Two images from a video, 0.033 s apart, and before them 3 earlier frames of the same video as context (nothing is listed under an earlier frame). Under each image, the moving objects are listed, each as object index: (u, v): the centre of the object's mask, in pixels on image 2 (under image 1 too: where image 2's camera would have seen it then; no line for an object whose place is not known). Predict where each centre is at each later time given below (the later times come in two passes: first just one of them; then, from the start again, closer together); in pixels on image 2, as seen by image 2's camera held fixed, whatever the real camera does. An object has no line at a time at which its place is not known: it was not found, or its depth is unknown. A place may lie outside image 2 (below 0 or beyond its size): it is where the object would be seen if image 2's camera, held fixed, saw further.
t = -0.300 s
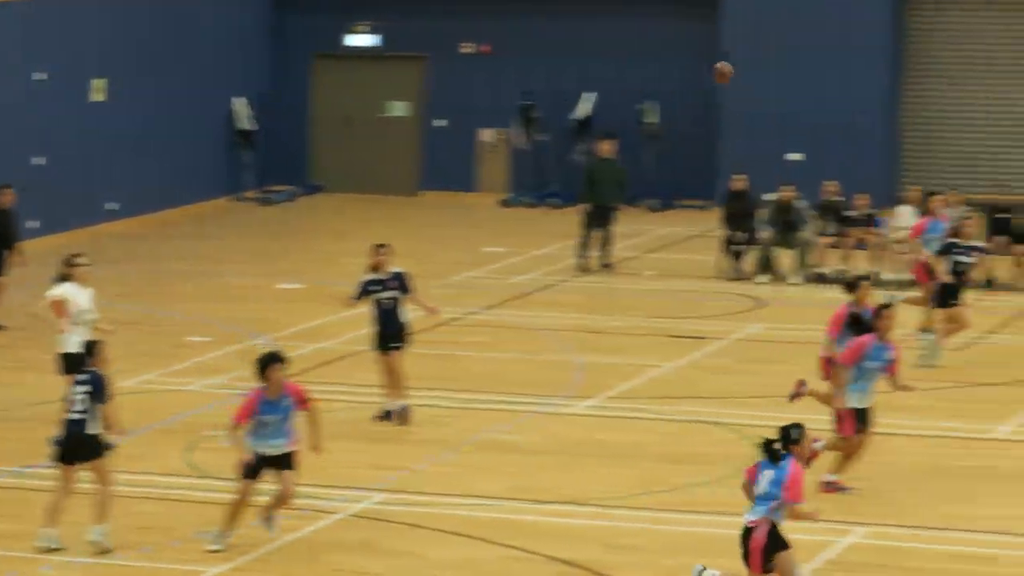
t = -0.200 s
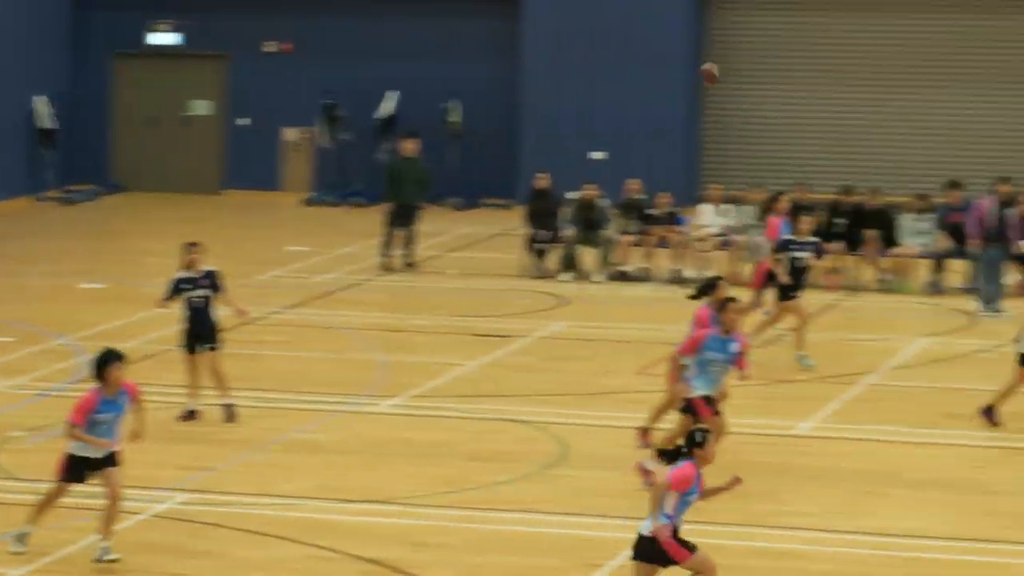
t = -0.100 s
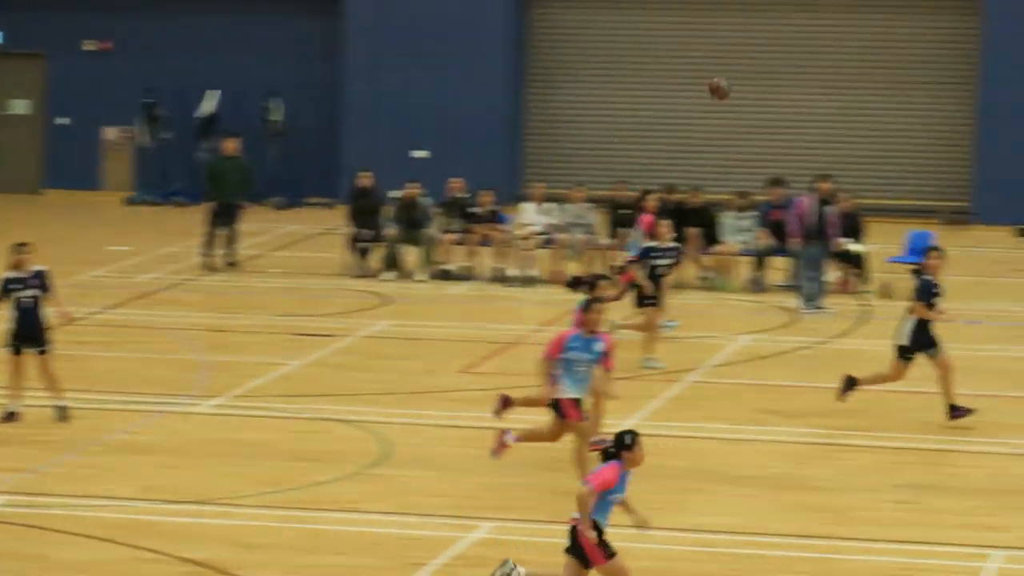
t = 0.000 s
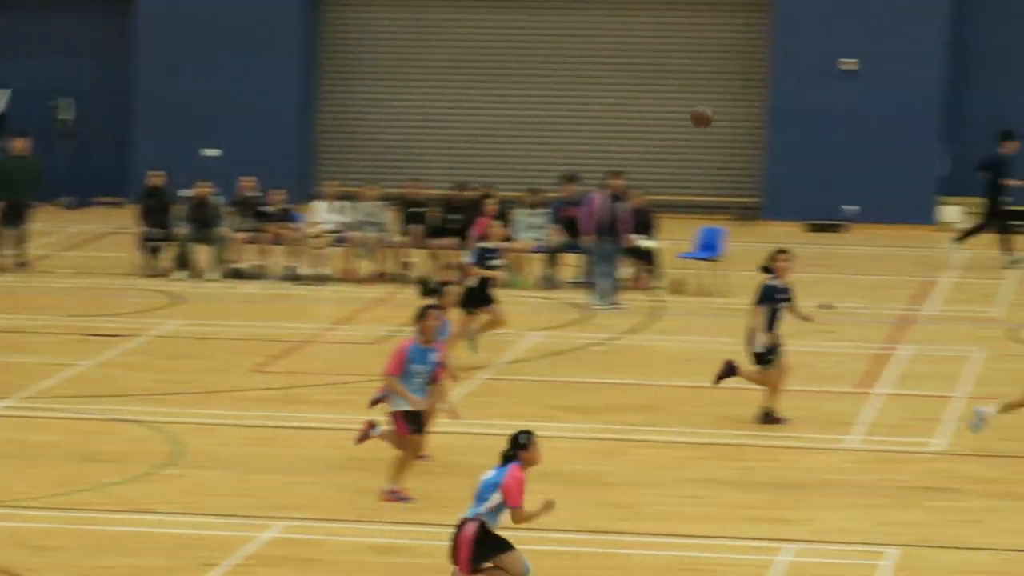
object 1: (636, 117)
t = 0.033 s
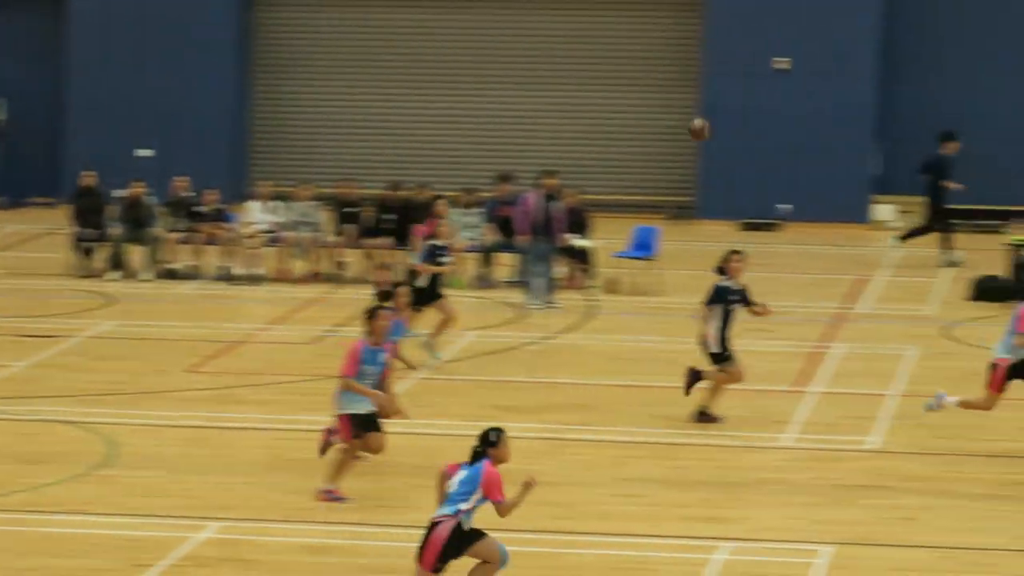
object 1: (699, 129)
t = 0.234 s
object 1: (1088, 240)
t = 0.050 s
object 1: (732, 136)
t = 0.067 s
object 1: (764, 143)
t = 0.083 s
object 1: (796, 151)
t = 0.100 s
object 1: (828, 159)
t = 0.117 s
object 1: (859, 168)
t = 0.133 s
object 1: (892, 177)
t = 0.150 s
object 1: (926, 185)
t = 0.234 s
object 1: (1088, 240)
